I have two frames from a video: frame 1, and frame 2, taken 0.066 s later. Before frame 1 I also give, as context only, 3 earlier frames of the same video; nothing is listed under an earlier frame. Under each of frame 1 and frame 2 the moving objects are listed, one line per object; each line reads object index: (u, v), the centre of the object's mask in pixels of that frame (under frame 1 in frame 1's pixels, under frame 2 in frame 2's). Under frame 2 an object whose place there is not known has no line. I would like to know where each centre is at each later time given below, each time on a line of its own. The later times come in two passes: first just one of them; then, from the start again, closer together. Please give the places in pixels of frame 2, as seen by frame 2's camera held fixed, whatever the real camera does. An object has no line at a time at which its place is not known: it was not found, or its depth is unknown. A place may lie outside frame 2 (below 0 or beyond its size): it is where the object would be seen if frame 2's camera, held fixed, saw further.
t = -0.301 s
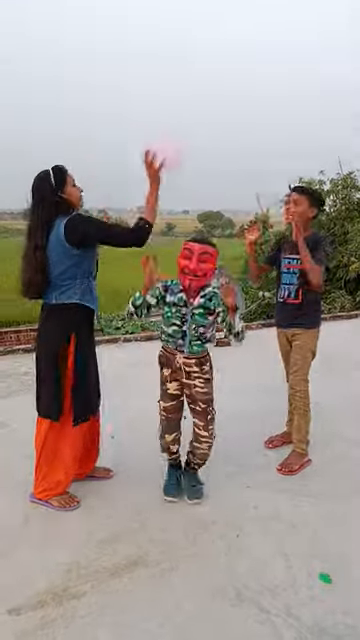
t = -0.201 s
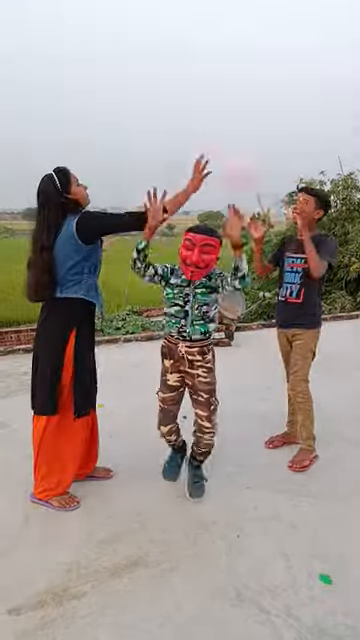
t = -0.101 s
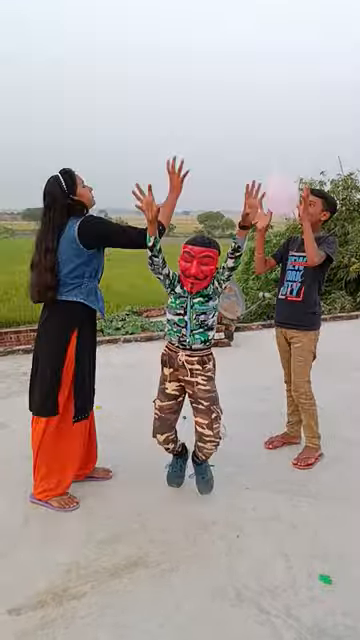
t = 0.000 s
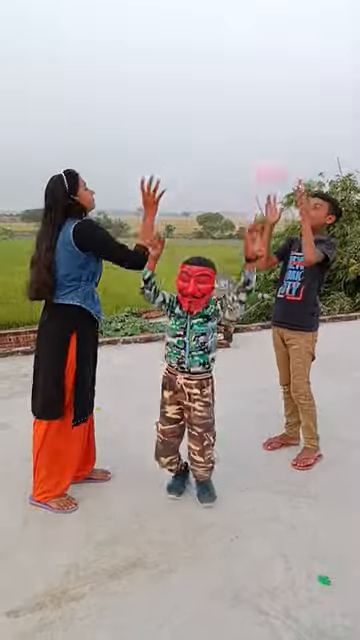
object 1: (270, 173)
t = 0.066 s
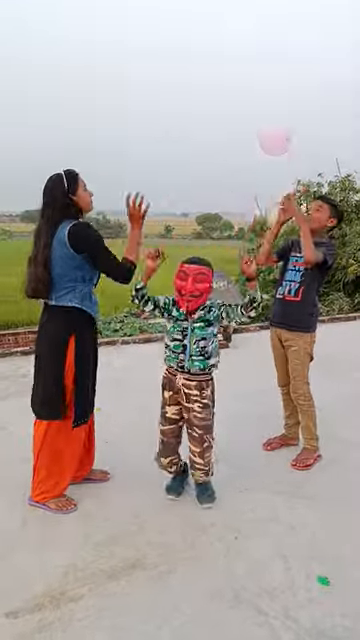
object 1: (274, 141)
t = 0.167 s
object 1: (286, 101)
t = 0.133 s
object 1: (283, 113)
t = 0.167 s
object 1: (286, 101)
